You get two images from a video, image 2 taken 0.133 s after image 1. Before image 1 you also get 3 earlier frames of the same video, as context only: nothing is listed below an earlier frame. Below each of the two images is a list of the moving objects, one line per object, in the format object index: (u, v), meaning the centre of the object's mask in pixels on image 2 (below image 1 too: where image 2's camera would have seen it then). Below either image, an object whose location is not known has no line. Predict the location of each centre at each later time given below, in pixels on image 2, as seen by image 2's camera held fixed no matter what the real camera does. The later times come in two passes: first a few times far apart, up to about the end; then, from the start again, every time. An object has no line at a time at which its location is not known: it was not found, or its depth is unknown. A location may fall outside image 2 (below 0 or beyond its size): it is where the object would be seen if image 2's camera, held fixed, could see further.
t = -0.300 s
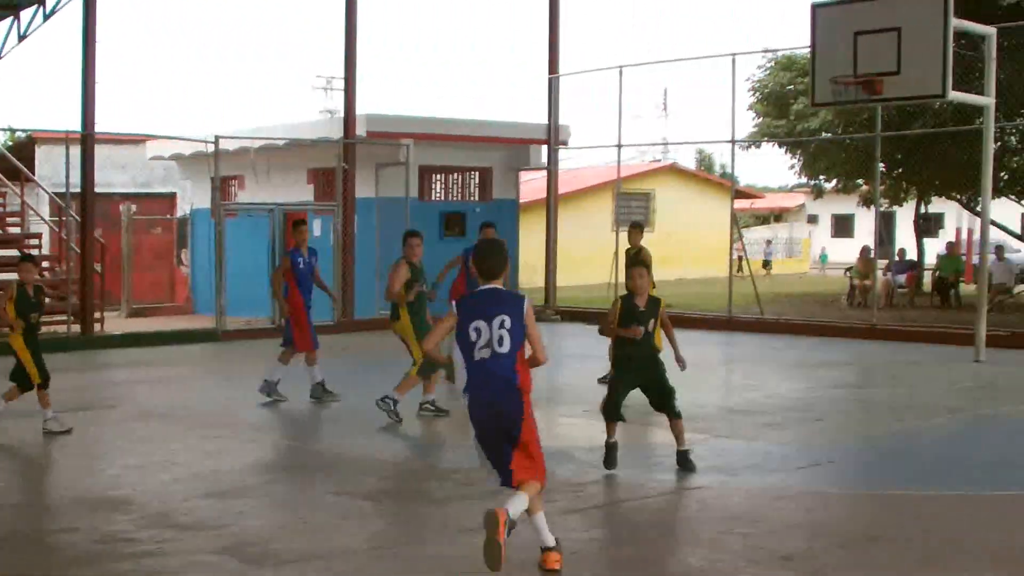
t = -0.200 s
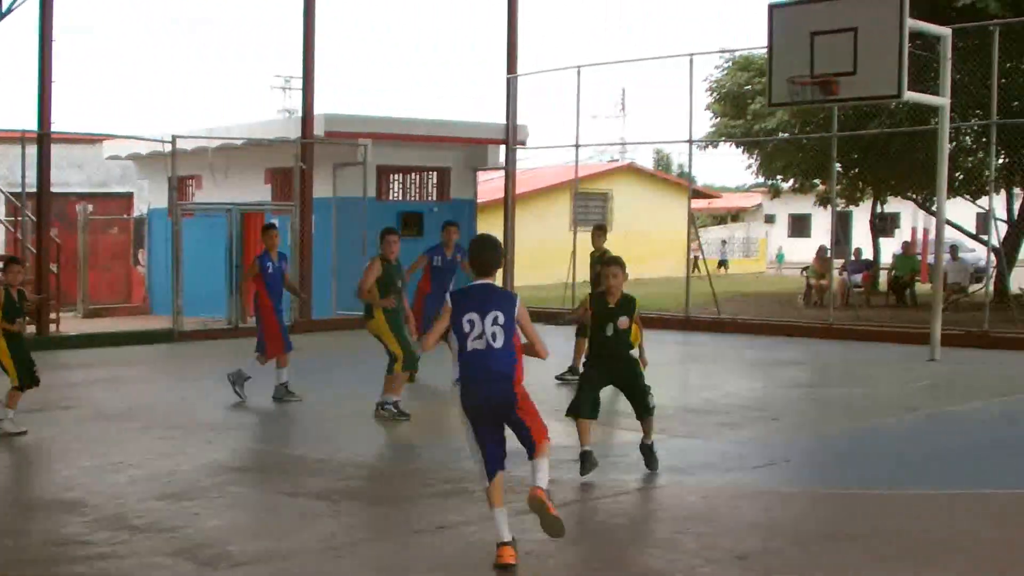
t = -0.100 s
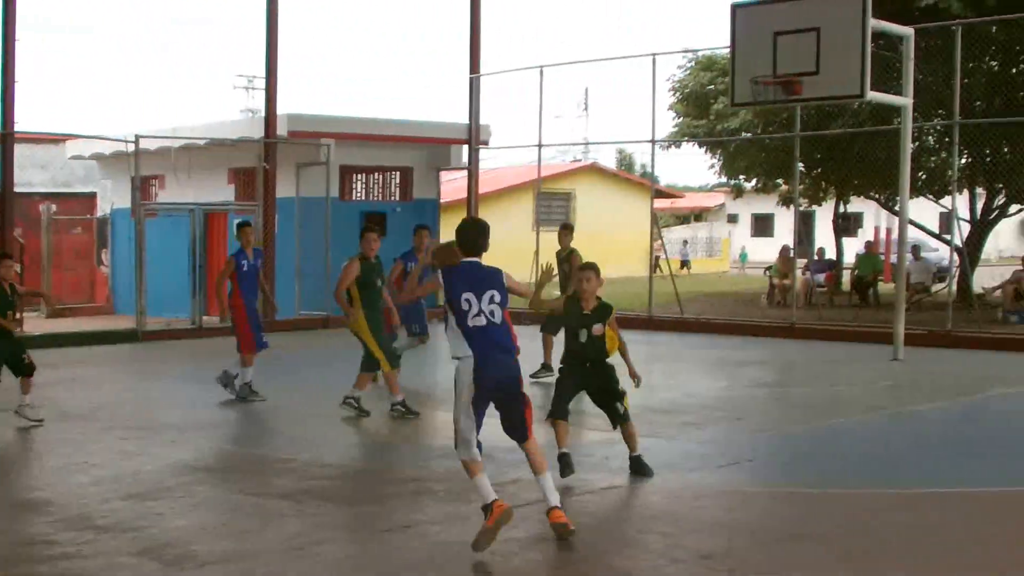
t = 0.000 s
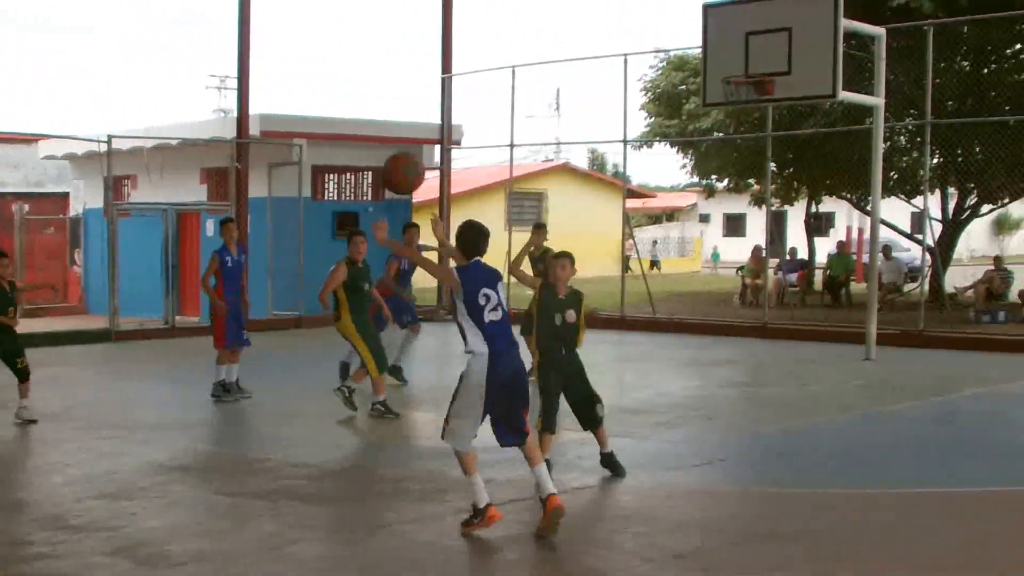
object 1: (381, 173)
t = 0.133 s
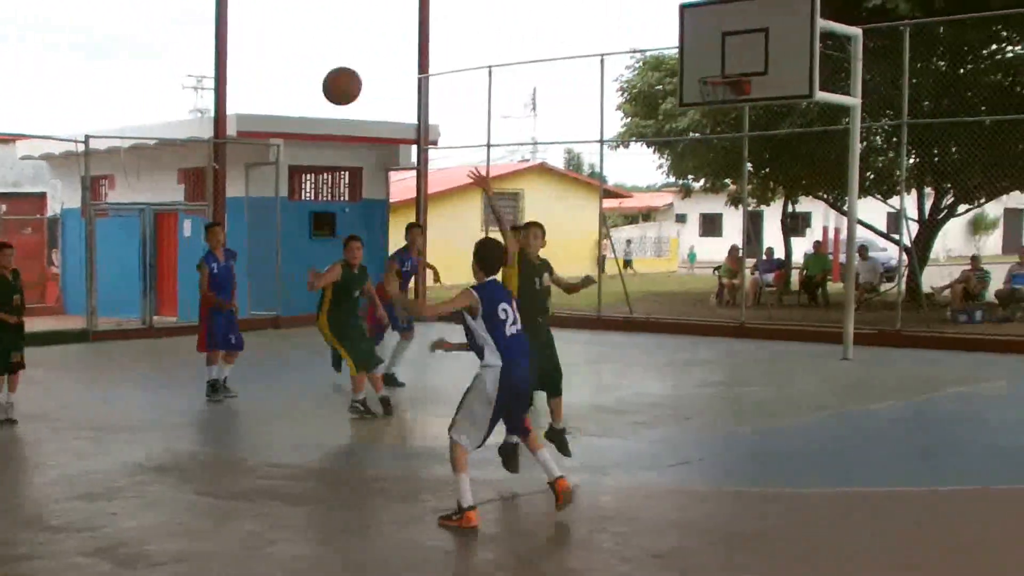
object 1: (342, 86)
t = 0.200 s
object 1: (325, 59)
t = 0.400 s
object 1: (285, 27)
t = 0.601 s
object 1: (252, 50)
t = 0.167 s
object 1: (333, 71)
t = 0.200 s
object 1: (325, 59)
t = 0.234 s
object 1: (318, 49)
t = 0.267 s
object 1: (311, 41)
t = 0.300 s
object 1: (304, 35)
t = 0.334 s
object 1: (297, 31)
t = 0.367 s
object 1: (291, 28)
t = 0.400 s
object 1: (285, 27)
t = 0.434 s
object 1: (279, 28)
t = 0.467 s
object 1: (273, 29)
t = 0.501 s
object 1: (268, 33)
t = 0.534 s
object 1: (262, 37)
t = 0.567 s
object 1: (257, 43)
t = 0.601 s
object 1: (252, 50)
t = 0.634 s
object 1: (247, 58)
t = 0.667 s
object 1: (243, 67)
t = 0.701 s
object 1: (238, 77)
